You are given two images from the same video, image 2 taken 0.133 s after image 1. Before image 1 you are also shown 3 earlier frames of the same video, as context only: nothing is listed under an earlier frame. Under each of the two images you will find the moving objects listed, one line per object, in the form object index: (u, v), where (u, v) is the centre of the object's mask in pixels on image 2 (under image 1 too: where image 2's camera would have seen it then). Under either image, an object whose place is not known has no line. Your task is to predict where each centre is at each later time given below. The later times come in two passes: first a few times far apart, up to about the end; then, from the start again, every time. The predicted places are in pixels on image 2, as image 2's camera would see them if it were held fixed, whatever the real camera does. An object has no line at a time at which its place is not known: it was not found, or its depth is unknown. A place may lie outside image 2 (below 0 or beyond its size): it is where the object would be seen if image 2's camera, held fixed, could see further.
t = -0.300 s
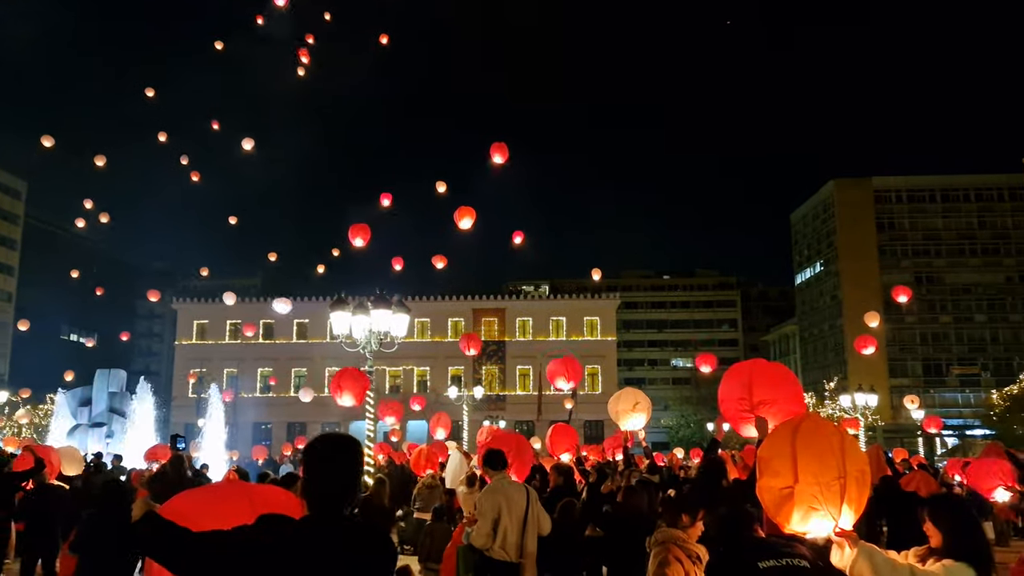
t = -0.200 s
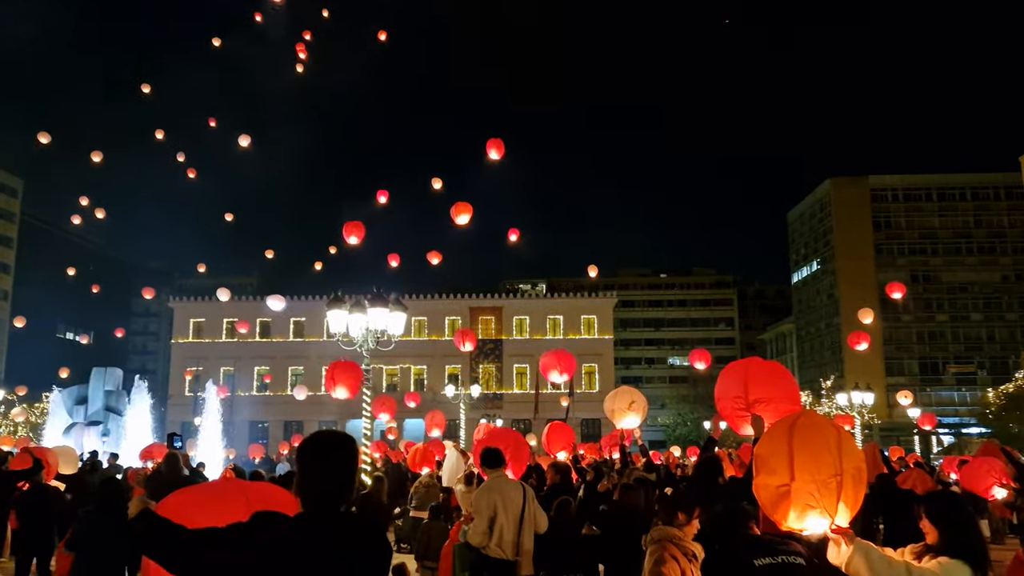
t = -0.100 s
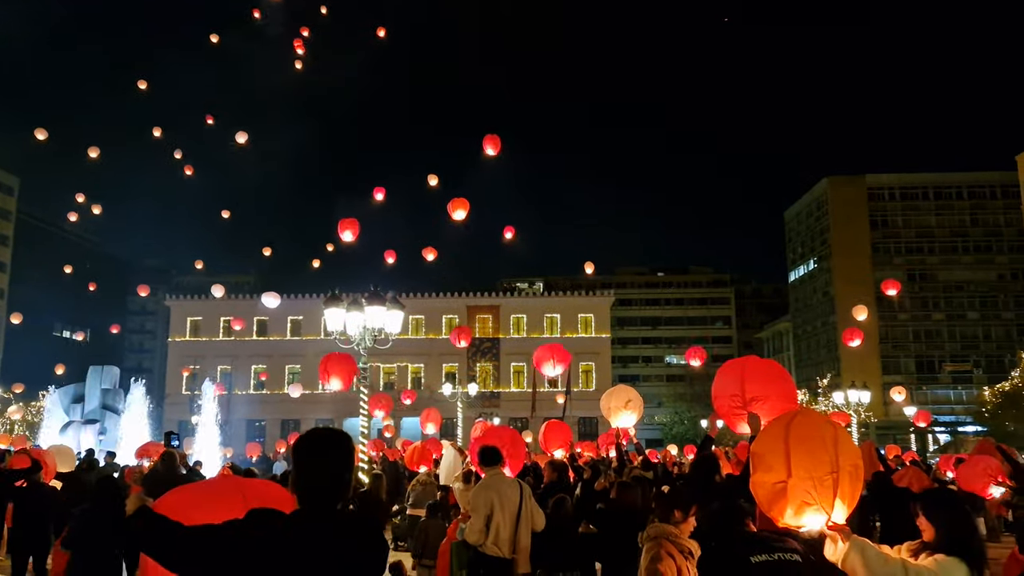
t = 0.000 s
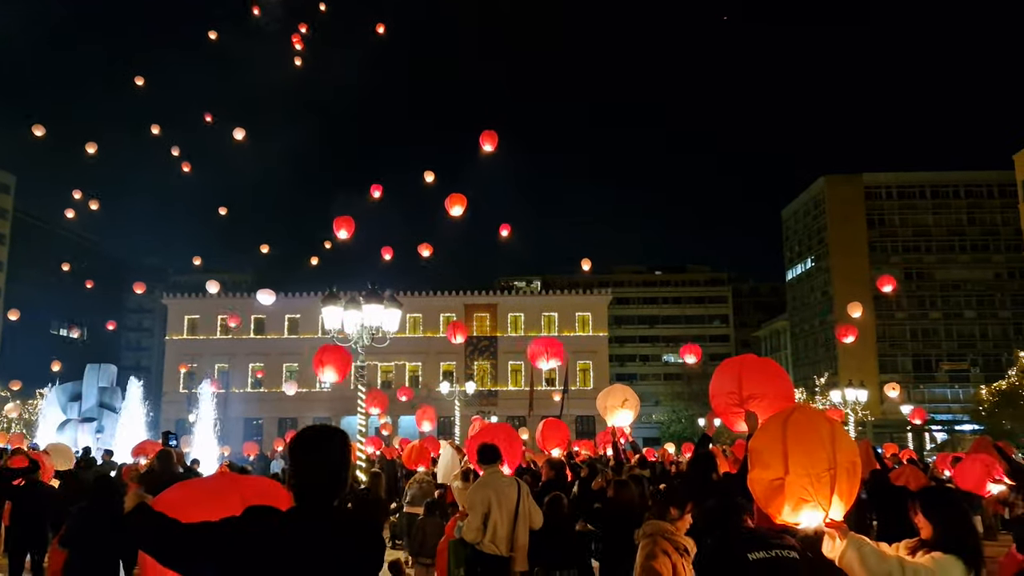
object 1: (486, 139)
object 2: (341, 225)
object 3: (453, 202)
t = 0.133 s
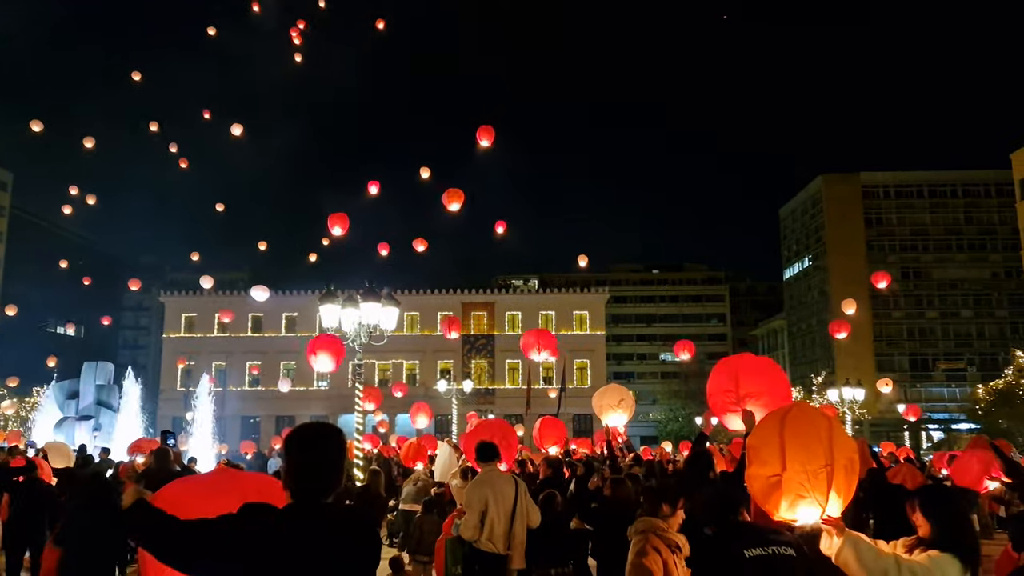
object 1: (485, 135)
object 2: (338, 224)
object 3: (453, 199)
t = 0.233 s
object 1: (485, 133)
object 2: (336, 222)
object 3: (452, 197)
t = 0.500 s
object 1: (483, 126)
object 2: (330, 219)
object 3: (451, 190)
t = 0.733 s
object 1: (481, 120)
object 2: (325, 216)
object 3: (450, 185)
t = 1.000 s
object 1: (479, 113)
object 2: (319, 211)
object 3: (448, 178)
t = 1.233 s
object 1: (476, 107)
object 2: (313, 208)
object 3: (446, 172)
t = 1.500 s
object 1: (473, 101)
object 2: (307, 202)
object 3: (444, 165)
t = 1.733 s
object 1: (470, 95)
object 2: (301, 198)
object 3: (443, 159)
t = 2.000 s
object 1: (466, 88)
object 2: (295, 193)
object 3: (441, 151)
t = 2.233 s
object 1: (463, 82)
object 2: (290, 189)
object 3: (440, 144)
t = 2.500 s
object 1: (460, 75)
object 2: (286, 185)
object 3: (439, 137)
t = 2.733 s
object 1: (456, 68)
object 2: (284, 181)
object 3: (439, 130)
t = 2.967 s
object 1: (453, 61)
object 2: (283, 178)
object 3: (439, 123)
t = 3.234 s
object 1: (449, 55)
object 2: (281, 175)
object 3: (439, 116)
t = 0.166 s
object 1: (485, 135)
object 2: (337, 223)
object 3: (453, 198)
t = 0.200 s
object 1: (485, 134)
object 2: (337, 223)
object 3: (453, 197)
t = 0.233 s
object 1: (485, 133)
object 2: (336, 222)
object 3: (452, 197)
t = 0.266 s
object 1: (484, 132)
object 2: (335, 222)
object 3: (452, 196)
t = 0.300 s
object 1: (484, 132)
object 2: (334, 222)
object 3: (452, 195)
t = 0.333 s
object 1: (484, 131)
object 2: (334, 221)
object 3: (452, 194)
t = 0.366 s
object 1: (483, 130)
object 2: (333, 221)
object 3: (452, 193)
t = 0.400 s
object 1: (483, 129)
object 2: (332, 221)
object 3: (452, 193)
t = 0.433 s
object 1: (483, 128)
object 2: (331, 220)
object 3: (452, 192)
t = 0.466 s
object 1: (483, 127)
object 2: (331, 220)
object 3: (451, 191)
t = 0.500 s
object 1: (483, 126)
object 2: (330, 219)
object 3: (451, 190)
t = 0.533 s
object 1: (483, 125)
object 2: (329, 219)
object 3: (451, 189)
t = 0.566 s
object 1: (482, 124)
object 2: (328, 218)
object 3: (451, 189)
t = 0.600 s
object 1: (482, 124)
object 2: (327, 218)
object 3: (451, 188)
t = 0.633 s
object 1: (482, 123)
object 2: (327, 218)
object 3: (451, 187)
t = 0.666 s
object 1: (482, 122)
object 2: (326, 217)
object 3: (450, 186)
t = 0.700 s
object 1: (482, 121)
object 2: (325, 216)
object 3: (450, 186)
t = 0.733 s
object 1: (481, 120)
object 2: (325, 216)
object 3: (450, 185)
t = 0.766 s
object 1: (481, 120)
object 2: (324, 215)
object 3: (449, 184)
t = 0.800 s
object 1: (481, 119)
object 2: (323, 215)
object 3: (449, 183)
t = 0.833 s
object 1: (480, 118)
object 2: (322, 214)
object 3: (449, 182)
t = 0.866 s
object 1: (480, 117)
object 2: (321, 214)
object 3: (449, 181)
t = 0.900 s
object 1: (480, 116)
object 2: (321, 213)
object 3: (449, 181)
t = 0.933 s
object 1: (480, 115)
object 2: (320, 213)
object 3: (448, 180)
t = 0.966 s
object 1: (479, 114)
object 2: (319, 212)
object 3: (448, 179)
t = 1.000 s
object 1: (479, 113)
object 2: (319, 211)
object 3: (448, 178)
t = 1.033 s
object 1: (478, 113)
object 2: (318, 211)
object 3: (448, 177)
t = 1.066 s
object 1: (478, 112)
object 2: (317, 210)
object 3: (448, 176)
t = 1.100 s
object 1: (478, 111)
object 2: (316, 210)
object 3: (447, 175)
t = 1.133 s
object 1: (477, 110)
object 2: (315, 209)
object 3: (447, 174)
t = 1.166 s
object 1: (477, 109)
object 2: (314, 209)
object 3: (447, 174)
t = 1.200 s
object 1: (477, 108)
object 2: (314, 208)
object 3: (447, 173)
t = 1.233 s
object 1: (476, 107)
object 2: (313, 208)
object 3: (446, 172)
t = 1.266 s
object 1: (476, 107)
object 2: (312, 207)
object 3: (446, 171)
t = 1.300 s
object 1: (475, 106)
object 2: (311, 206)
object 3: (446, 171)
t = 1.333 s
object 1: (475, 105)
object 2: (311, 205)
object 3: (446, 170)
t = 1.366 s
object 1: (475, 105)
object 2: (310, 205)
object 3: (445, 169)
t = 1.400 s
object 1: (474, 104)
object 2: (309, 204)
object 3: (445, 168)
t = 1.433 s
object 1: (474, 103)
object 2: (308, 204)
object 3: (445, 167)
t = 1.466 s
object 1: (473, 102)
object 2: (308, 203)
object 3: (445, 166)
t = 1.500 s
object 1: (473, 101)
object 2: (307, 202)
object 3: (444, 165)
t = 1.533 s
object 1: (472, 101)
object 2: (306, 202)
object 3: (444, 164)
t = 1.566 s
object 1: (472, 100)
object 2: (305, 201)
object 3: (444, 163)
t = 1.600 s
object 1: (472, 99)
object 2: (304, 200)
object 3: (444, 162)
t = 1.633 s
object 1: (471, 98)
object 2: (303, 200)
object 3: (443, 161)
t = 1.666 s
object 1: (471, 97)
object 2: (303, 199)
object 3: (443, 160)
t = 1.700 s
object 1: (470, 96)
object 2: (302, 198)
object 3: (443, 159)
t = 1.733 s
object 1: (470, 95)
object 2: (301, 198)
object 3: (443, 159)
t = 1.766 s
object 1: (470, 95)
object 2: (300, 197)
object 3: (442, 158)
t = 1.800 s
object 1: (469, 94)
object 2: (300, 197)
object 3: (442, 157)
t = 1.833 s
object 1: (468, 93)
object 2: (299, 196)
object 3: (442, 156)
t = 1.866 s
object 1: (468, 92)
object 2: (298, 195)
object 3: (442, 155)
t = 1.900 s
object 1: (468, 91)
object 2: (297, 195)
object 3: (442, 154)
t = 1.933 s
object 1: (467, 90)
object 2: (296, 194)
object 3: (441, 153)
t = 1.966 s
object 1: (467, 89)
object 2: (296, 194)
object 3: (441, 152)
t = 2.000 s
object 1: (466, 88)
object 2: (295, 193)
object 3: (441, 151)
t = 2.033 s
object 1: (466, 88)
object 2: (294, 192)
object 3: (441, 150)
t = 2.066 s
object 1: (465, 86)
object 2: (294, 192)
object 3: (441, 149)
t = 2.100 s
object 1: (465, 85)
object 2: (293, 191)
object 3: (441, 148)
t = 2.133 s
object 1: (464, 85)
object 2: (292, 191)
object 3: (440, 147)
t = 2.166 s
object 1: (464, 84)
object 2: (292, 190)
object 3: (440, 146)
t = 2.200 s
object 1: (463, 83)
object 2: (291, 190)
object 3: (440, 146)
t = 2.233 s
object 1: (463, 82)
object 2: (290, 189)
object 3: (440, 144)
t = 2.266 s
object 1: (463, 81)
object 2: (290, 188)
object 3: (440, 143)
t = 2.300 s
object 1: (462, 80)
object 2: (289, 188)
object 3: (439, 142)
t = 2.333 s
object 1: (462, 79)
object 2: (288, 187)
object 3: (439, 141)
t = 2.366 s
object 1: (461, 78)
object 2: (288, 187)
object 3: (439, 141)
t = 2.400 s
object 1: (461, 77)
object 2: (287, 186)
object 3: (439, 140)
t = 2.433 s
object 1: (460, 76)
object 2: (287, 186)
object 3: (439, 138)
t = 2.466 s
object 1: (460, 75)
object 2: (286, 185)
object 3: (439, 138)
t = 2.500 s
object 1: (460, 75)
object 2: (286, 185)
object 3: (439, 137)
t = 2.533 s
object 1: (459, 73)
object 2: (285, 184)
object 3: (438, 136)
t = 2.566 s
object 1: (459, 72)
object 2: (285, 184)
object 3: (439, 134)
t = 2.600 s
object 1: (458, 72)
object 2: (285, 183)
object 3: (439, 133)
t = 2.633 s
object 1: (457, 71)
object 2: (284, 182)
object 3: (438, 132)
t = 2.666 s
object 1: (457, 70)
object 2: (284, 182)
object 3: (439, 132)
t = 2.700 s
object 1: (457, 69)
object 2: (284, 182)
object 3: (439, 131)
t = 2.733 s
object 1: (456, 68)
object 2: (284, 181)
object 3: (439, 130)
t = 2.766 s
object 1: (456, 67)
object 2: (283, 181)
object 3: (439, 128)
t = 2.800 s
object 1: (456, 66)
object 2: (284, 180)
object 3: (439, 127)
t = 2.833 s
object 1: (456, 64)
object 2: (283, 179)
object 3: (439, 126)
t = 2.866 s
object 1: (455, 64)
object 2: (283, 179)
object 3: (439, 125)
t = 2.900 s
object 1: (454, 63)
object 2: (283, 178)
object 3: (439, 124)
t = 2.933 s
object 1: (454, 62)
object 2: (283, 178)
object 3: (439, 124)
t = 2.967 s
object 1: (453, 61)
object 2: (283, 178)
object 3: (439, 123)
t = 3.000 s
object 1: (454, 60)
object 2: (283, 178)
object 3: (439, 122)
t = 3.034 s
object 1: (453, 59)
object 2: (283, 178)
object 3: (439, 121)
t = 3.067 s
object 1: (452, 58)
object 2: (283, 177)
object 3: (439, 120)
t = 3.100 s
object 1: (451, 58)
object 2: (282, 177)
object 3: (439, 119)
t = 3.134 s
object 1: (451, 57)
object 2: (282, 177)
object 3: (439, 118)
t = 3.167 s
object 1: (450, 56)
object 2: (282, 176)
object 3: (439, 117)
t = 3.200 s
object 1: (450, 55)
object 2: (281, 176)
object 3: (439, 117)
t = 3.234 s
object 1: (449, 55)
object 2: (281, 175)
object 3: (439, 116)
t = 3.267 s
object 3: (439, 115)
